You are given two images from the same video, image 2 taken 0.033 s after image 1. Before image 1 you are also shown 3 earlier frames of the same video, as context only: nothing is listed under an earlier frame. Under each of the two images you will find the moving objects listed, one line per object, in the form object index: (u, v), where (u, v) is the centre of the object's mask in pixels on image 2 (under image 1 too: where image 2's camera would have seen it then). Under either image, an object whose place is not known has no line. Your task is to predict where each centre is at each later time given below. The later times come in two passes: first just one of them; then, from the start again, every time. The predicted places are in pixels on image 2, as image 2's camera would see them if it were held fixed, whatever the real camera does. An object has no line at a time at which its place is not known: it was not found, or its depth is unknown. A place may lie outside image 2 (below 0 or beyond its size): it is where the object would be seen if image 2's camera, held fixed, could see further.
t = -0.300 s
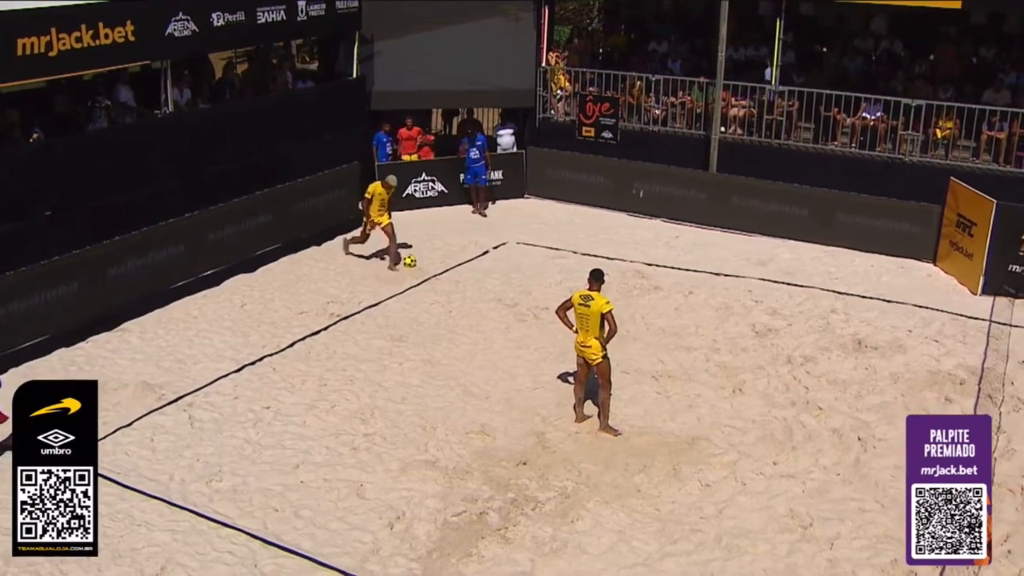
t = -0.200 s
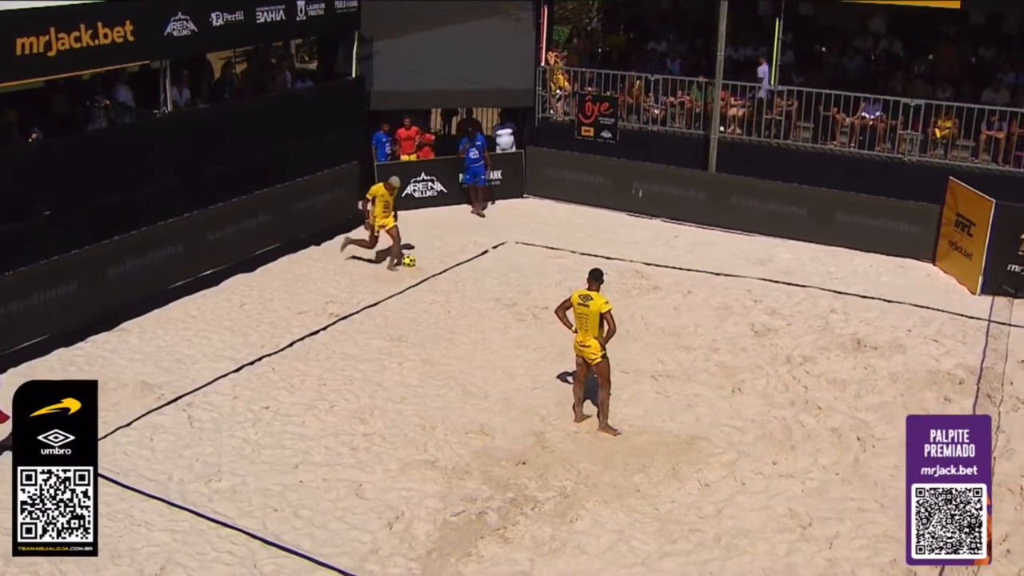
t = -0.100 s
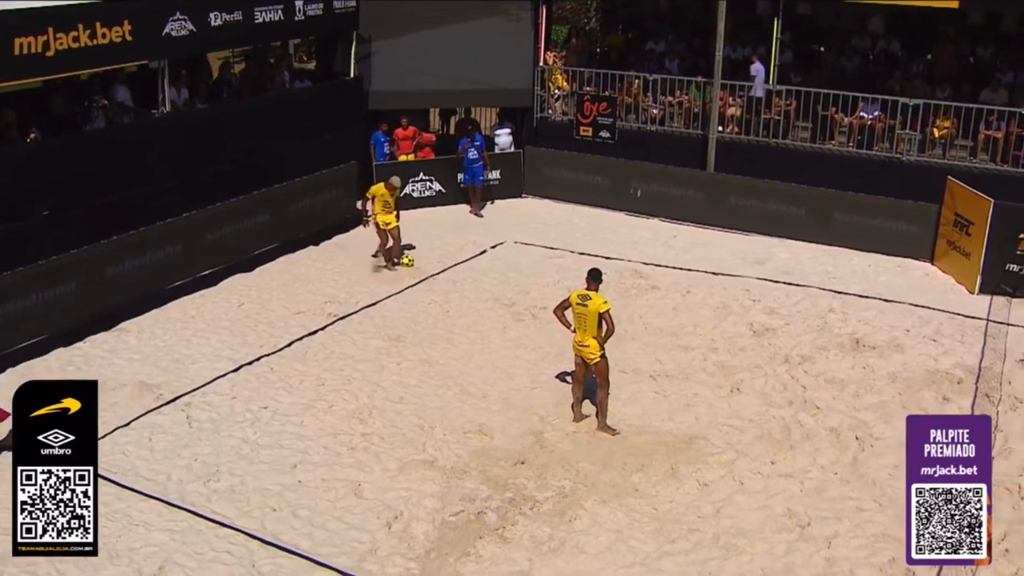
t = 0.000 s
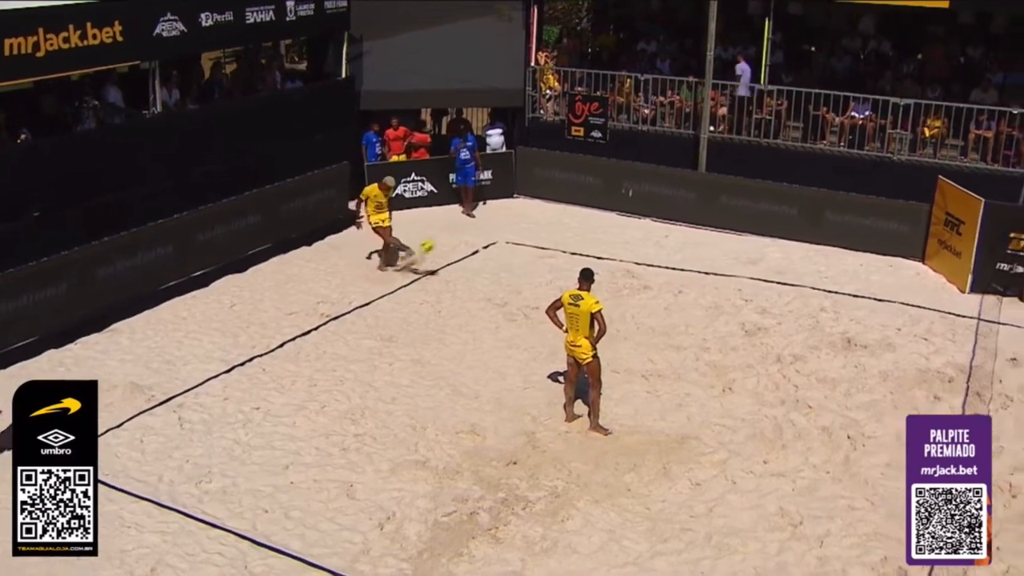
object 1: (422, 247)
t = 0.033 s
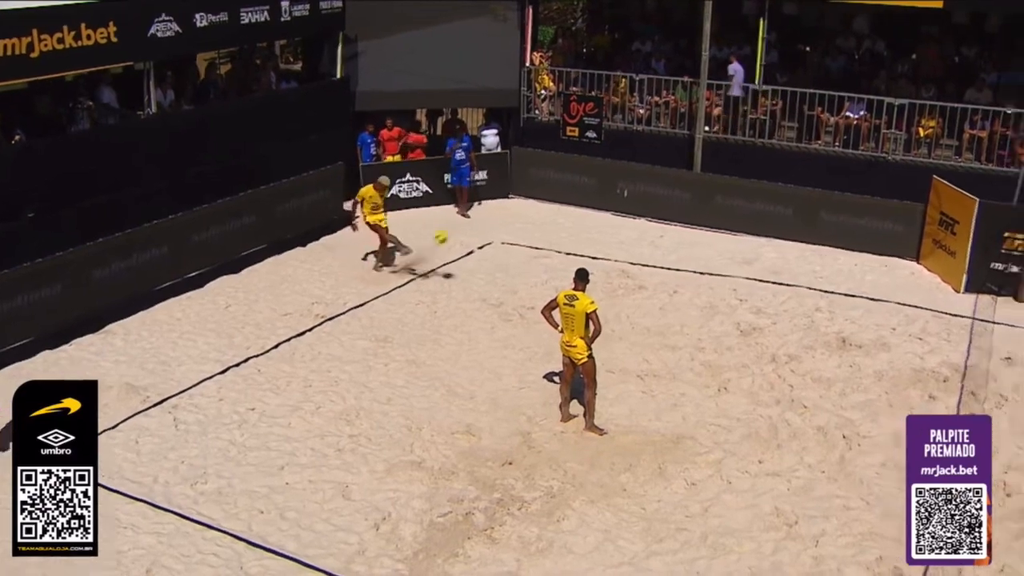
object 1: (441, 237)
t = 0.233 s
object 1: (567, 191)
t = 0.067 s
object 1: (460, 228)
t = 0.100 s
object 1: (480, 219)
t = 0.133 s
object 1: (500, 212)
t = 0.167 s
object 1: (522, 204)
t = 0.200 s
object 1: (544, 197)
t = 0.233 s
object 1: (567, 191)
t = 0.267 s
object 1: (591, 186)
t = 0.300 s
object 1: (616, 182)
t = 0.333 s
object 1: (641, 179)
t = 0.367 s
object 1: (668, 176)
